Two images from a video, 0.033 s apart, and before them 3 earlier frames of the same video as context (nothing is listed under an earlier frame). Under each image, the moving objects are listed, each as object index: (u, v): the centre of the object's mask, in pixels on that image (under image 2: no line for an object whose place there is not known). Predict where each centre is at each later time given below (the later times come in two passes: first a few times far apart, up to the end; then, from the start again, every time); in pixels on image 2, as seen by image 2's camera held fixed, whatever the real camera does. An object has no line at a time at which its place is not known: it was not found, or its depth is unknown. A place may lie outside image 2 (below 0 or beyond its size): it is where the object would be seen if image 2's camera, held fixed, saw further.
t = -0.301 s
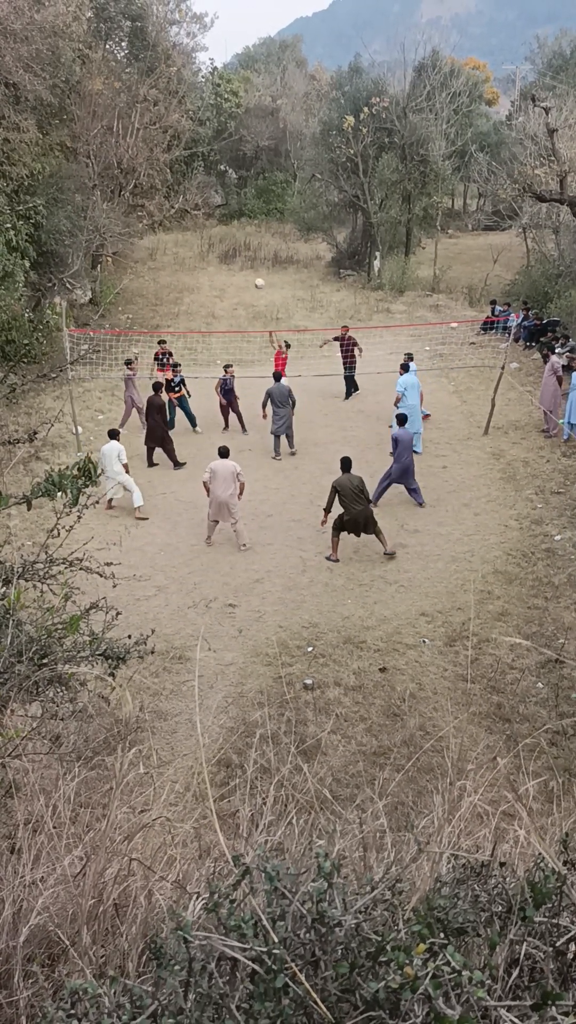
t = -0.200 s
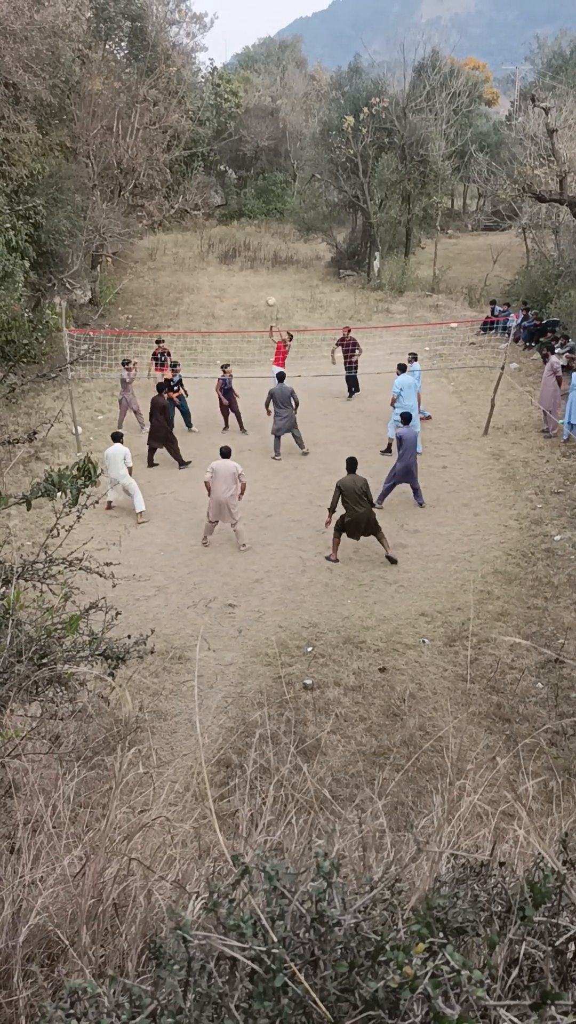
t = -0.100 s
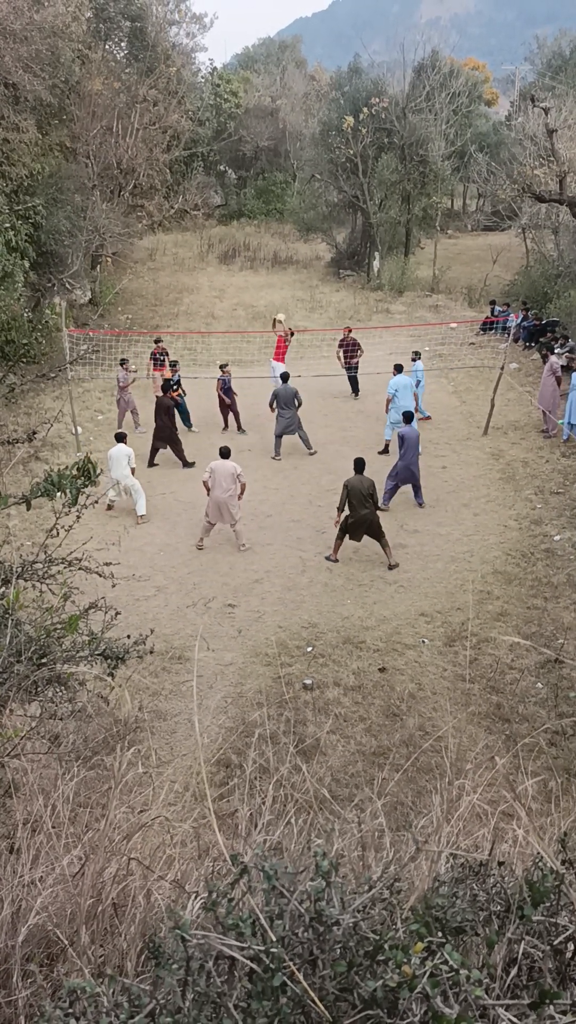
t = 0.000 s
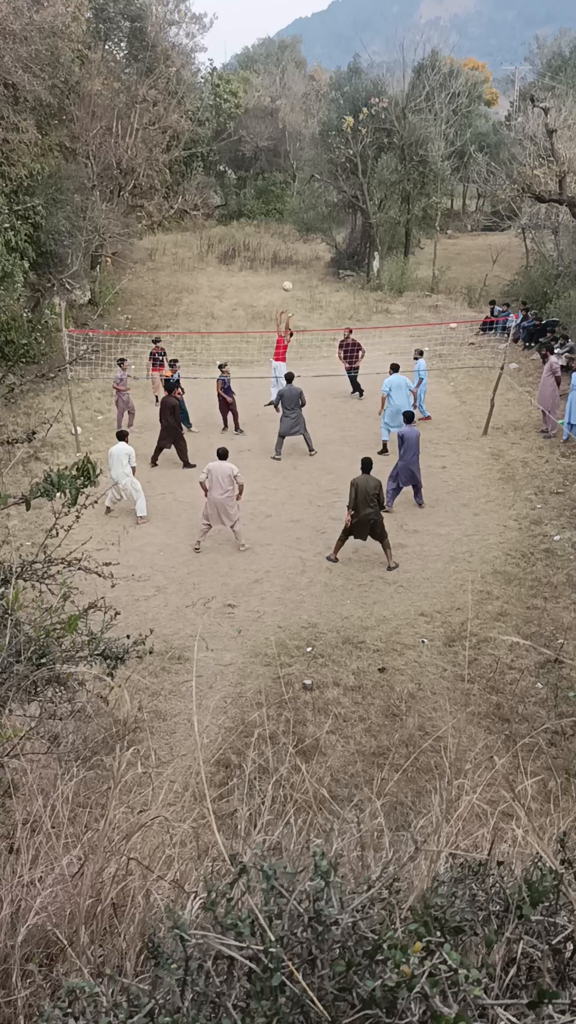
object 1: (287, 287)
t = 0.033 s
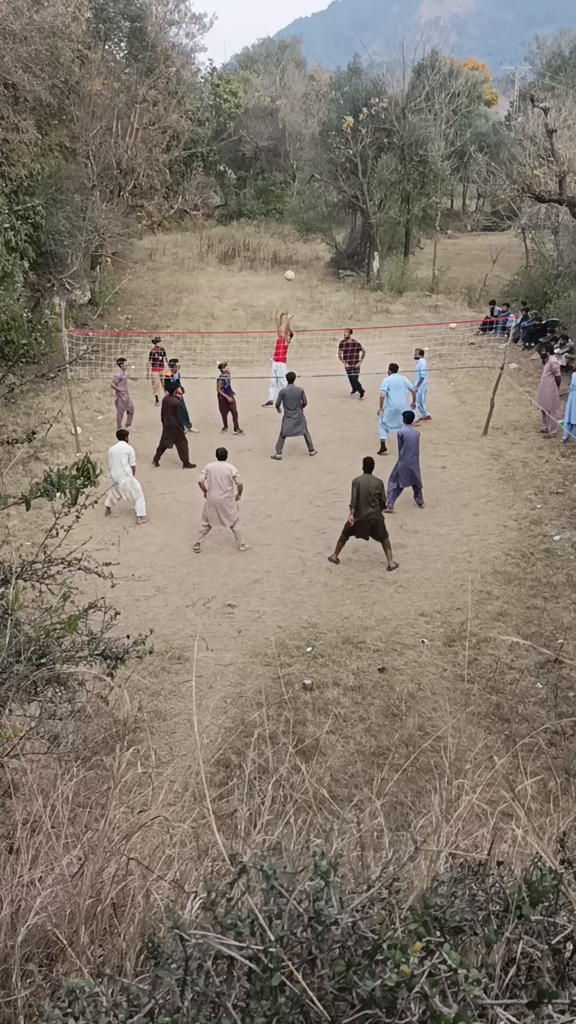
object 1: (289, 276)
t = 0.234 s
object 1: (302, 224)
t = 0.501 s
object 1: (321, 184)
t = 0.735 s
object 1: (336, 180)
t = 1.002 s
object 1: (353, 208)
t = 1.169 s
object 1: (363, 242)
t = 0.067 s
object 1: (291, 266)
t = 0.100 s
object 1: (293, 256)
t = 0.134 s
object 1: (296, 247)
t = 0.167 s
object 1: (298, 239)
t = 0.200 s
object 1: (300, 231)
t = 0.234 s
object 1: (302, 224)
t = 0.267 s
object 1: (305, 217)
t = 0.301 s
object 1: (307, 210)
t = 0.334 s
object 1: (309, 205)
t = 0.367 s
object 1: (311, 200)
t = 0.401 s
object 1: (314, 195)
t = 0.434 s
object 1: (316, 191)
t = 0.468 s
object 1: (318, 188)
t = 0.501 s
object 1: (321, 184)
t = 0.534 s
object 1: (322, 182)
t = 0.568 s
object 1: (325, 180)
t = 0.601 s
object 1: (327, 179)
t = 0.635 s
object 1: (329, 179)
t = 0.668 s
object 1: (331, 179)
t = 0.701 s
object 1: (333, 180)
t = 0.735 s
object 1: (336, 180)
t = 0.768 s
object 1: (338, 182)
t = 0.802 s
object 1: (340, 184)
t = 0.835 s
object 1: (342, 187)
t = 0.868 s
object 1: (344, 190)
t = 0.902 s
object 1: (346, 194)
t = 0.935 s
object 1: (348, 198)
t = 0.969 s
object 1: (351, 203)
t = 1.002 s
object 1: (353, 208)
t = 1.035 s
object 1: (355, 214)
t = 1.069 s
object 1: (357, 220)
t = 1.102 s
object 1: (359, 227)
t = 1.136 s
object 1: (361, 234)
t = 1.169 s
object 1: (363, 242)
